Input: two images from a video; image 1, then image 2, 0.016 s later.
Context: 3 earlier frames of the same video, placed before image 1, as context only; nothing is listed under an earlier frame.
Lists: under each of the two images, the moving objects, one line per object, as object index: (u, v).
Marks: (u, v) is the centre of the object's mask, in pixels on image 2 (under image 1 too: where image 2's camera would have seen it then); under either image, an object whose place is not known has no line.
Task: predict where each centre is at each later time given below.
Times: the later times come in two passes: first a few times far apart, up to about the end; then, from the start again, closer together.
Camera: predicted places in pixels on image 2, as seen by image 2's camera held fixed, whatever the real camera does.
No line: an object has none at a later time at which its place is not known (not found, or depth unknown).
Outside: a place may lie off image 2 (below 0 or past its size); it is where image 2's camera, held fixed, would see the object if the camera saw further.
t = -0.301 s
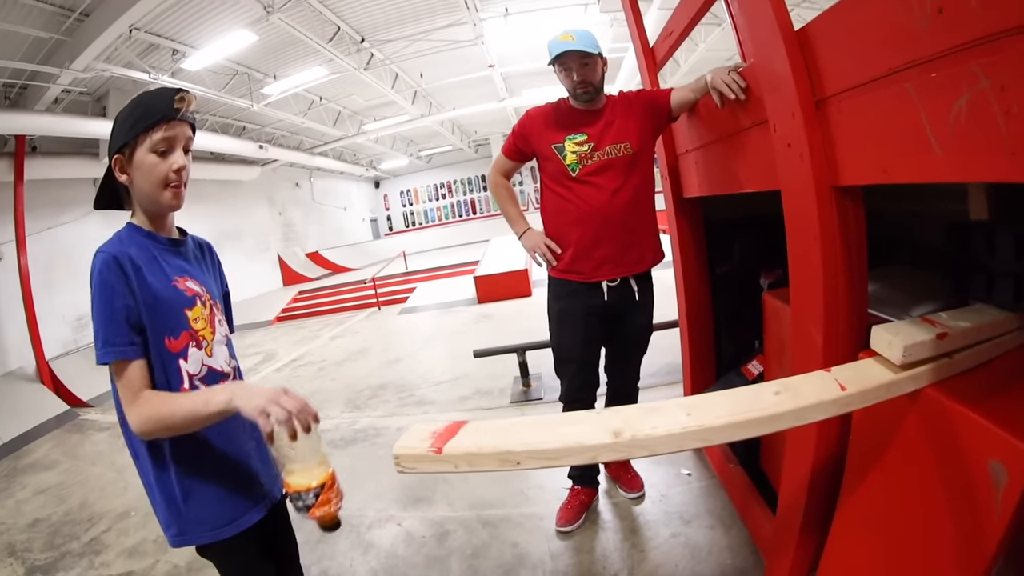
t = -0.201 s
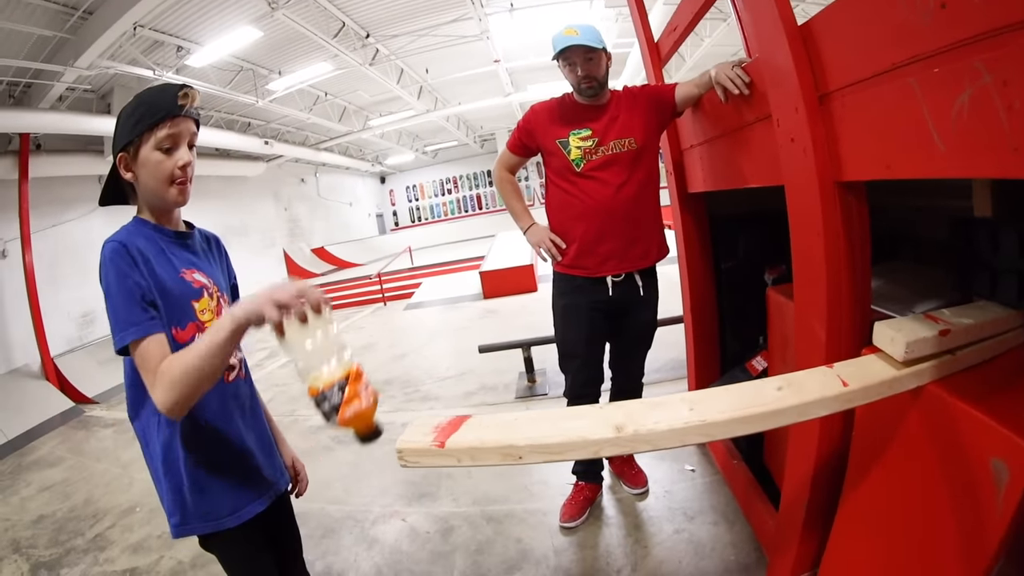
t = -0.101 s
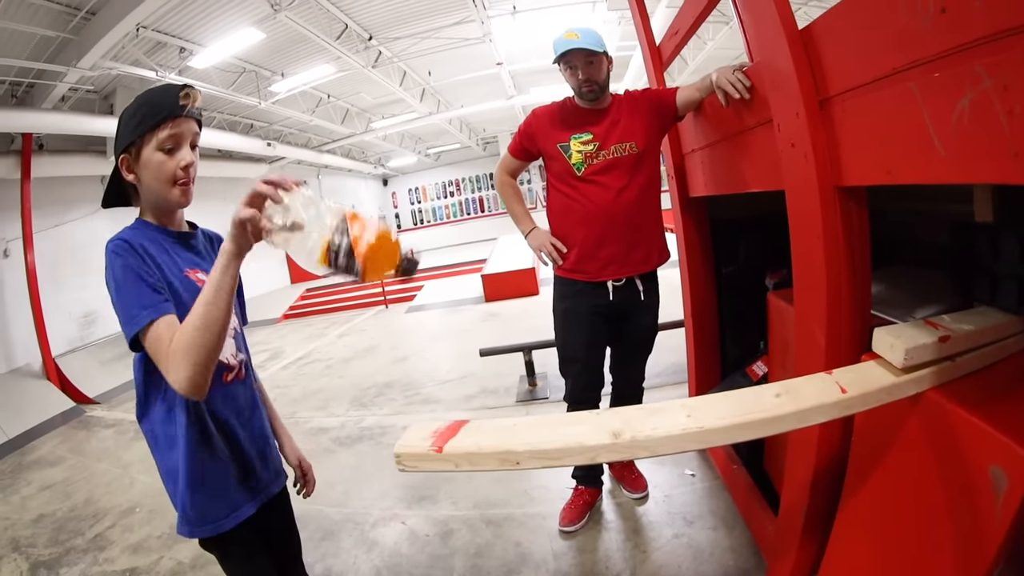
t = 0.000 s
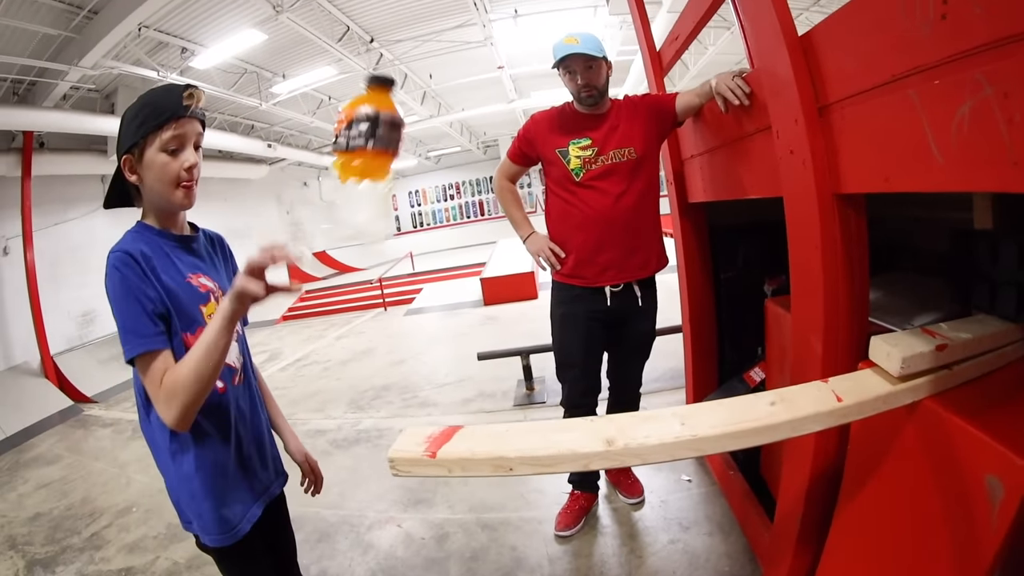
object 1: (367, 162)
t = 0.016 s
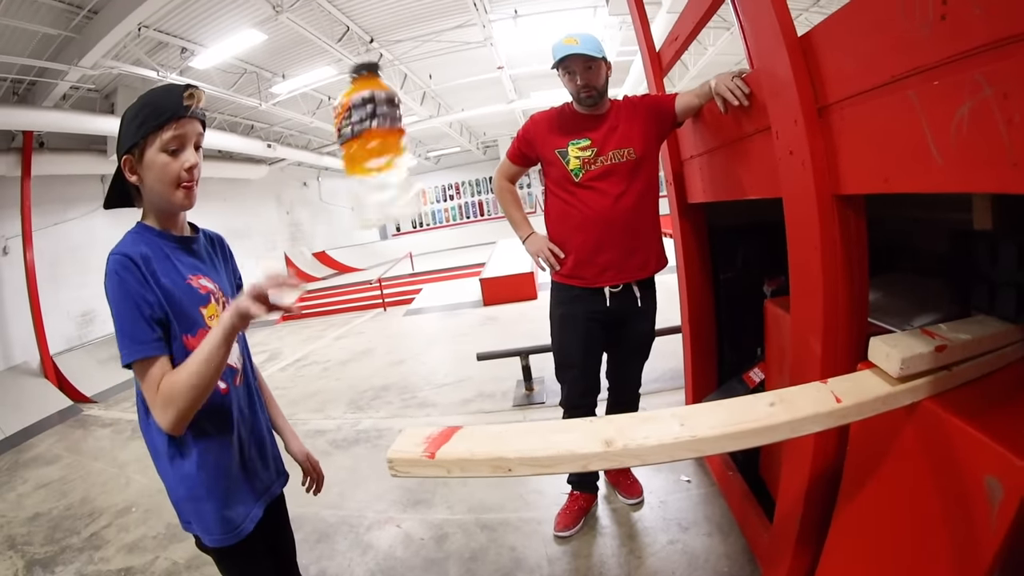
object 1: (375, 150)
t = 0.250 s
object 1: (446, 168)
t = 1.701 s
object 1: (476, 359)
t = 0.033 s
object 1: (385, 138)
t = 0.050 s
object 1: (394, 125)
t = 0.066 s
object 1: (402, 114)
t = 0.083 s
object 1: (405, 107)
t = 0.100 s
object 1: (410, 102)
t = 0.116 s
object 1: (413, 99)
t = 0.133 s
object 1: (417, 98)
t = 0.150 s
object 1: (420, 101)
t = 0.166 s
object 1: (423, 106)
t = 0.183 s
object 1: (427, 113)
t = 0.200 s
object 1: (432, 123)
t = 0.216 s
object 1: (437, 135)
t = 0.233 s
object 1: (441, 150)
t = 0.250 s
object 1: (446, 168)
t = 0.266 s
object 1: (453, 189)
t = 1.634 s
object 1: (479, 358)
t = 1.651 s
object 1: (478, 359)
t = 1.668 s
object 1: (477, 359)
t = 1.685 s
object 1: (476, 359)
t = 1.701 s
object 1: (476, 359)
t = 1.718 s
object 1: (475, 359)
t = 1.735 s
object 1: (474, 359)
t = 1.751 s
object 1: (474, 360)
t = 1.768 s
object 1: (473, 360)
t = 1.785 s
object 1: (473, 360)
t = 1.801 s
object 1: (472, 360)
